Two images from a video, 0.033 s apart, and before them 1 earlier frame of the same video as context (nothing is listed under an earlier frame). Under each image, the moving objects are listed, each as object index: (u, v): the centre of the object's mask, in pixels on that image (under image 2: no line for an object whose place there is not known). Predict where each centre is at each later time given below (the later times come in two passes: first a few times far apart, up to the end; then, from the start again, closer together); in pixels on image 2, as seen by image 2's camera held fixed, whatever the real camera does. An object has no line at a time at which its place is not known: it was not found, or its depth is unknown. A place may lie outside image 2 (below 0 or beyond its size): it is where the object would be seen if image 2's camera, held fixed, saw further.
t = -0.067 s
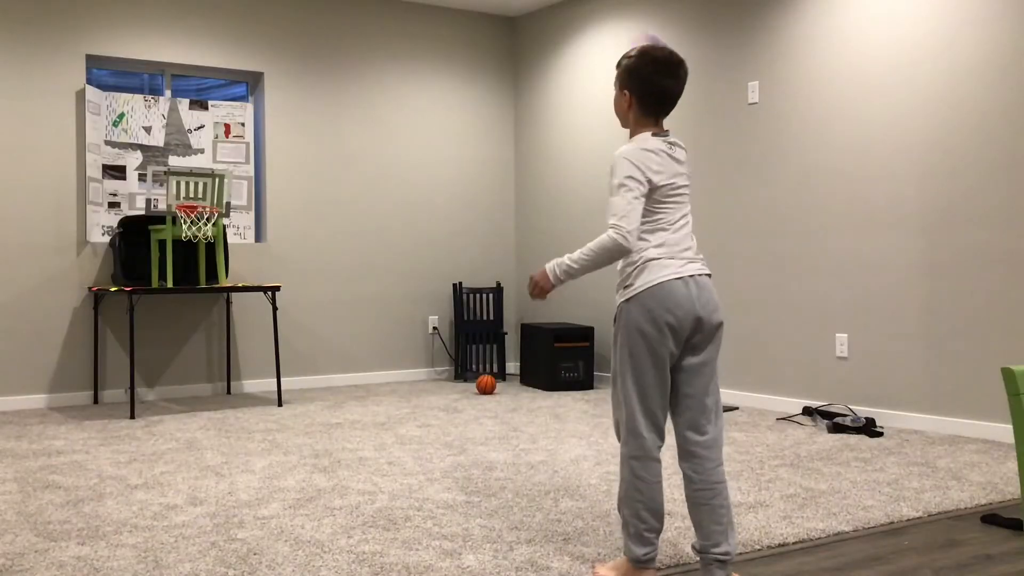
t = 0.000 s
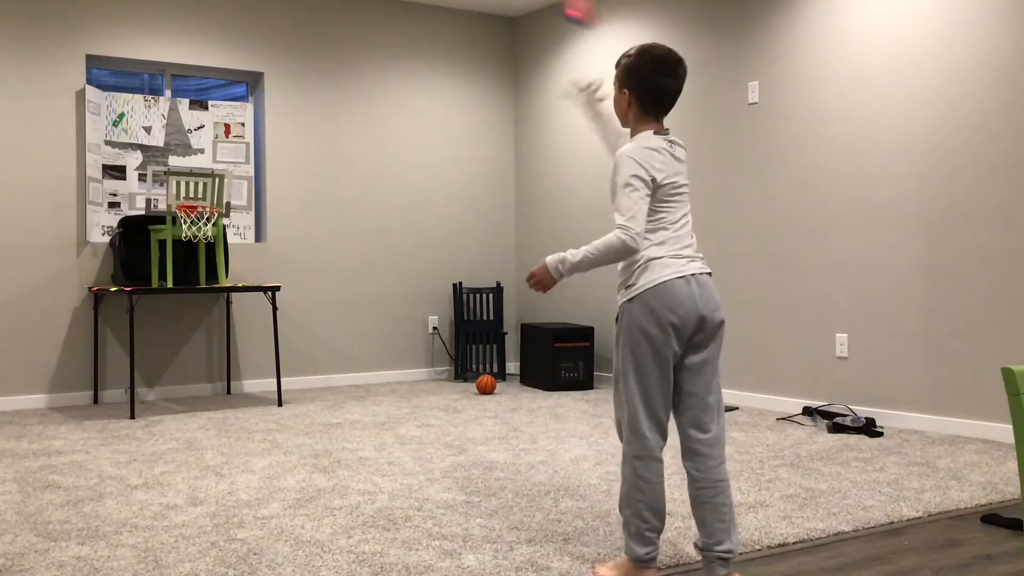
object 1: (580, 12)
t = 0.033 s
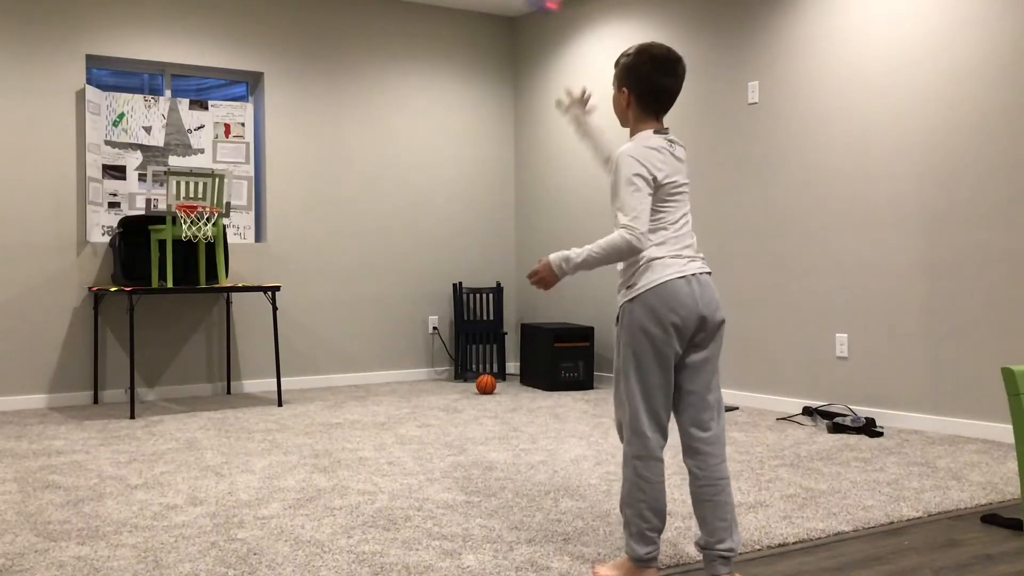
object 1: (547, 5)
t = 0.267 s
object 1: (368, 3)
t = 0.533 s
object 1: (242, 124)
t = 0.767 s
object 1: (195, 234)
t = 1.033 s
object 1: (214, 300)
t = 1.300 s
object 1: (242, 400)
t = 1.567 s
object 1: (283, 405)
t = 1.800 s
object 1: (327, 424)
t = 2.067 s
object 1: (367, 423)
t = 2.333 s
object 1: (396, 432)
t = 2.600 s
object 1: (418, 435)
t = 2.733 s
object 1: (423, 433)
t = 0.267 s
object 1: (368, 3)
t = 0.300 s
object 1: (346, 8)
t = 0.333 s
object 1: (332, 17)
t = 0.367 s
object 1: (312, 33)
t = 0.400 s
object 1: (295, 49)
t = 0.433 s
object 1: (282, 64)
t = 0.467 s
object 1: (271, 81)
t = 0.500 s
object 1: (253, 103)
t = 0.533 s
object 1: (242, 124)
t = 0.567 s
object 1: (231, 144)
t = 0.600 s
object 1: (219, 169)
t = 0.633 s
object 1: (213, 178)
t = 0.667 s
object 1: (209, 190)
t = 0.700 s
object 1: (205, 201)
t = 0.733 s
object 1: (197, 225)
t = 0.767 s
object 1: (195, 234)
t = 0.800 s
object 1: (195, 238)
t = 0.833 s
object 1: (197, 243)
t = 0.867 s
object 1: (200, 245)
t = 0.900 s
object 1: (204, 253)
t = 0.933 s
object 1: (206, 260)
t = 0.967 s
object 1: (210, 272)
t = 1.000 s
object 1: (212, 283)
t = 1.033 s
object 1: (214, 300)
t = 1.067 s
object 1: (219, 314)
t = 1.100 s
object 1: (221, 337)
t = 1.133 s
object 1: (222, 359)
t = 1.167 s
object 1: (224, 382)
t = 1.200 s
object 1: (229, 409)
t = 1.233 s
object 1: (233, 410)
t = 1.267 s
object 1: (237, 405)
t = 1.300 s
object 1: (242, 400)
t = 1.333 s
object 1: (247, 397)
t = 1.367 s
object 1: (251, 395)
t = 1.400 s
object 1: (256, 398)
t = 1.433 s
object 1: (261, 403)
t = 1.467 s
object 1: (265, 409)
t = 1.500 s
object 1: (271, 416)
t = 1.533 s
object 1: (277, 410)
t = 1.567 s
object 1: (283, 405)
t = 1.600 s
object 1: (290, 402)
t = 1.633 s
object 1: (296, 402)
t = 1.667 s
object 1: (302, 406)
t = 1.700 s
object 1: (308, 410)
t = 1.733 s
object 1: (314, 415)
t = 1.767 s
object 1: (321, 424)
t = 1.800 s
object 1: (327, 424)
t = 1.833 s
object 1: (332, 420)
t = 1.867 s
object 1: (338, 418)
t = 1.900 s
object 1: (345, 418)
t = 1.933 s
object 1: (350, 421)
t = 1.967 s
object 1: (356, 424)
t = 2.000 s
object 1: (360, 424)
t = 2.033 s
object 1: (363, 422)
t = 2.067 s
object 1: (367, 423)
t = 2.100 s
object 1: (370, 427)
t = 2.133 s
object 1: (374, 430)
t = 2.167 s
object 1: (377, 428)
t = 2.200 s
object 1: (381, 427)
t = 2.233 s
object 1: (384, 428)
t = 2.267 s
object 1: (388, 430)
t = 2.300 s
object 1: (392, 432)
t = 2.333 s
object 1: (396, 432)
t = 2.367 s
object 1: (399, 431)
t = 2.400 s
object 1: (403, 430)
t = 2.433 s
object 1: (406, 430)
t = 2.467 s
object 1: (409, 431)
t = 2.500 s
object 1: (411, 432)
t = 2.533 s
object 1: (414, 433)
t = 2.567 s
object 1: (416, 435)
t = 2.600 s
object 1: (418, 435)
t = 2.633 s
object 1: (419, 434)
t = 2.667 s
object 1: (421, 433)
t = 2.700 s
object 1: (422, 433)
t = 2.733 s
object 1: (423, 433)
